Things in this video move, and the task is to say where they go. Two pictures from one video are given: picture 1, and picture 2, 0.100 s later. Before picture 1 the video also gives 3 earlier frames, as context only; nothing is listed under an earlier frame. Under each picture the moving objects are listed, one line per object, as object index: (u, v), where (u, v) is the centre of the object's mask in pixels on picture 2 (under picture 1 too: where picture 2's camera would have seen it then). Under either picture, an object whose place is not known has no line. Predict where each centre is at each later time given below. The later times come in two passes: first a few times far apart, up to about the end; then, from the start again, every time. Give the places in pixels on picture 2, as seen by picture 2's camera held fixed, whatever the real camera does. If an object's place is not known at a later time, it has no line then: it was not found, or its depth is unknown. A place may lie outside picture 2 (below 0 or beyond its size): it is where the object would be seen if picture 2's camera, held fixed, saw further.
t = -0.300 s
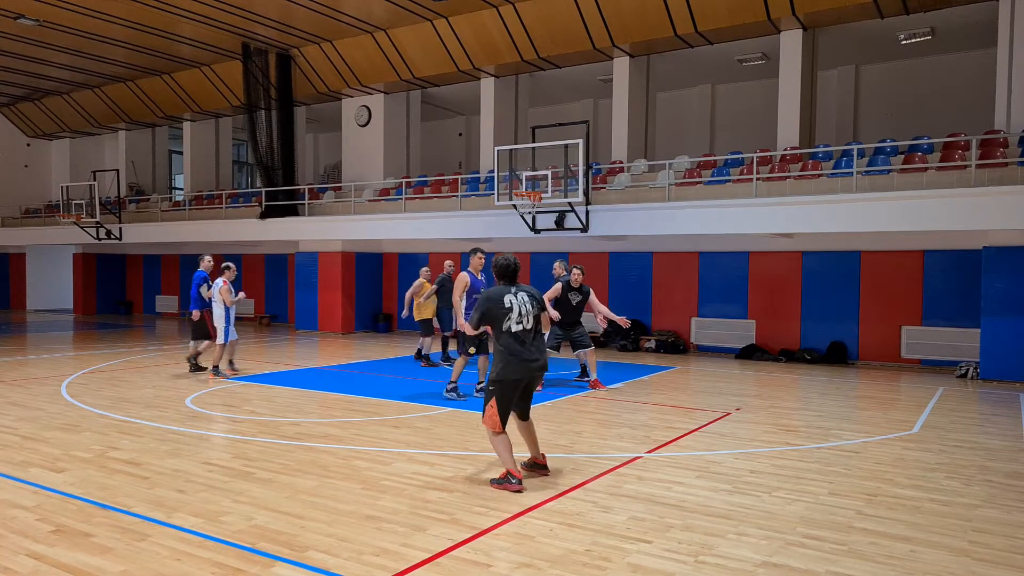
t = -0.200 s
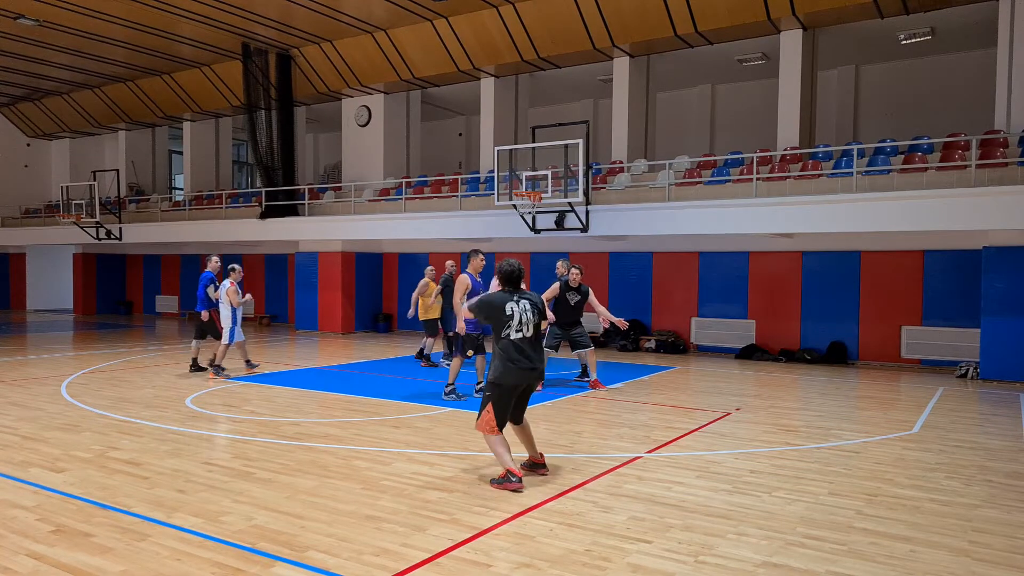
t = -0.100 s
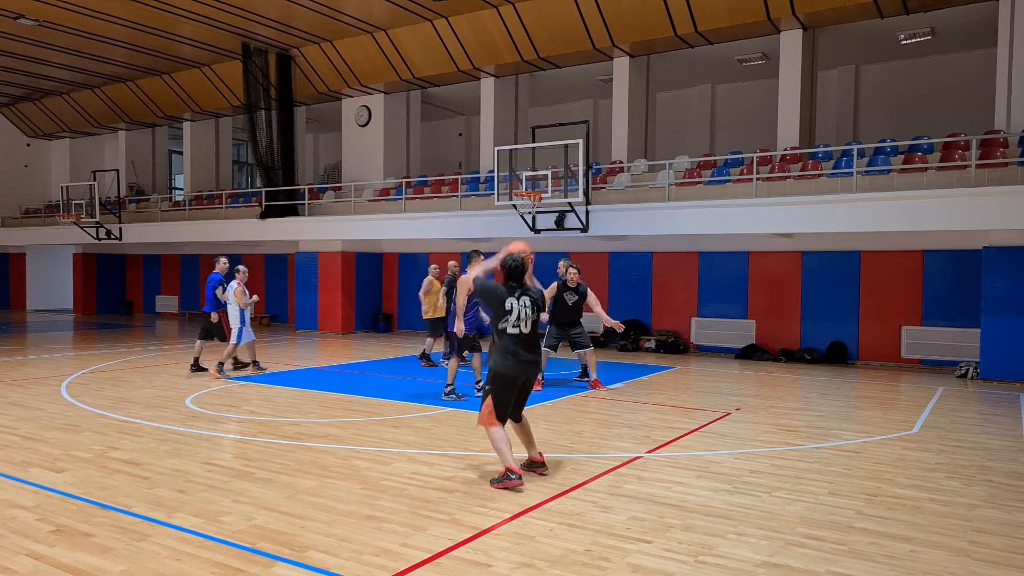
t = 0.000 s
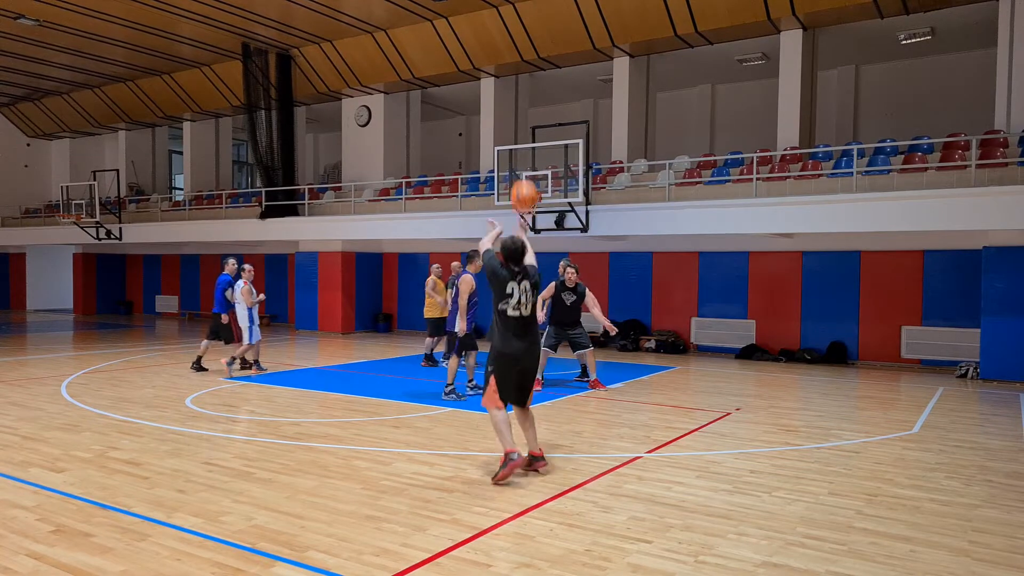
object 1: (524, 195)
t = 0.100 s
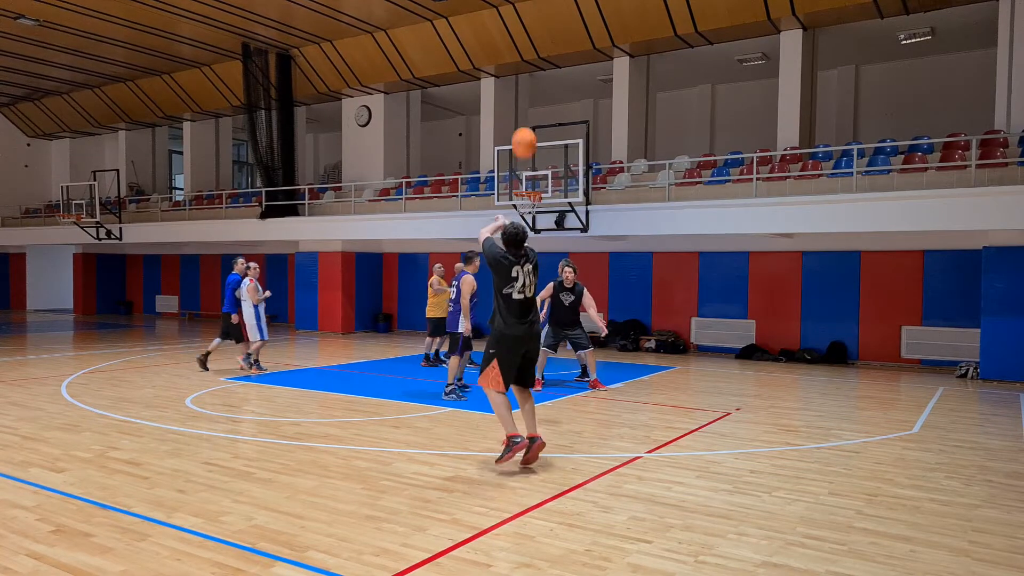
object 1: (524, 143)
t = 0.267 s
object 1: (524, 91)
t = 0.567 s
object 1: (524, 76)
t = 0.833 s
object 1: (523, 114)
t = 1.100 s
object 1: (522, 182)
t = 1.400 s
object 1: (526, 205)
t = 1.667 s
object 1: (520, 232)
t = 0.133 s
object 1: (524, 129)
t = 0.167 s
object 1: (524, 115)
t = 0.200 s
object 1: (524, 106)
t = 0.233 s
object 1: (524, 98)
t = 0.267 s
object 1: (524, 91)
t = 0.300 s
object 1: (524, 85)
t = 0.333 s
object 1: (524, 81)
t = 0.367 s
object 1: (524, 77)
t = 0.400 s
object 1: (524, 75)
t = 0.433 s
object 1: (524, 73)
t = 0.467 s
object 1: (524, 73)
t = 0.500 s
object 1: (524, 73)
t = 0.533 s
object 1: (524, 74)
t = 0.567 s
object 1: (524, 76)
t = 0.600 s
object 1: (524, 79)
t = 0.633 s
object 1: (524, 82)
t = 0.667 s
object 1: (524, 86)
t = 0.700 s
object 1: (524, 91)
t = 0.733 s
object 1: (524, 96)
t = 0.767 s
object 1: (524, 102)
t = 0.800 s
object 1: (524, 108)
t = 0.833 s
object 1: (523, 114)
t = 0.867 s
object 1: (523, 122)
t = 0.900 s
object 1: (523, 128)
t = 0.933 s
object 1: (523, 137)
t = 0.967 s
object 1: (523, 145)
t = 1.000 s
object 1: (522, 155)
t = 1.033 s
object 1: (522, 163)
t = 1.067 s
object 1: (522, 172)
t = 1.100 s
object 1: (522, 182)
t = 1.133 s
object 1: (523, 187)
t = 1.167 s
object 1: (525, 191)
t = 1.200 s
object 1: (525, 195)
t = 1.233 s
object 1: (526, 196)
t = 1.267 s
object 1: (526, 198)
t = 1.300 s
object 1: (527, 198)
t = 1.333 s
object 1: (527, 201)
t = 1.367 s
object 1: (528, 202)
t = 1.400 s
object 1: (526, 205)
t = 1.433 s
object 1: (525, 207)
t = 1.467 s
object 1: (525, 208)
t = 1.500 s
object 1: (525, 210)
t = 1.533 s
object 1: (523, 214)
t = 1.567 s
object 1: (522, 217)
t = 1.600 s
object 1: (522, 221)
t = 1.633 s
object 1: (521, 227)
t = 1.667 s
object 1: (520, 232)
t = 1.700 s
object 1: (519, 238)
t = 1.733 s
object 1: (519, 246)
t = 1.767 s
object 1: (518, 253)
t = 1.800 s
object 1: (517, 260)
